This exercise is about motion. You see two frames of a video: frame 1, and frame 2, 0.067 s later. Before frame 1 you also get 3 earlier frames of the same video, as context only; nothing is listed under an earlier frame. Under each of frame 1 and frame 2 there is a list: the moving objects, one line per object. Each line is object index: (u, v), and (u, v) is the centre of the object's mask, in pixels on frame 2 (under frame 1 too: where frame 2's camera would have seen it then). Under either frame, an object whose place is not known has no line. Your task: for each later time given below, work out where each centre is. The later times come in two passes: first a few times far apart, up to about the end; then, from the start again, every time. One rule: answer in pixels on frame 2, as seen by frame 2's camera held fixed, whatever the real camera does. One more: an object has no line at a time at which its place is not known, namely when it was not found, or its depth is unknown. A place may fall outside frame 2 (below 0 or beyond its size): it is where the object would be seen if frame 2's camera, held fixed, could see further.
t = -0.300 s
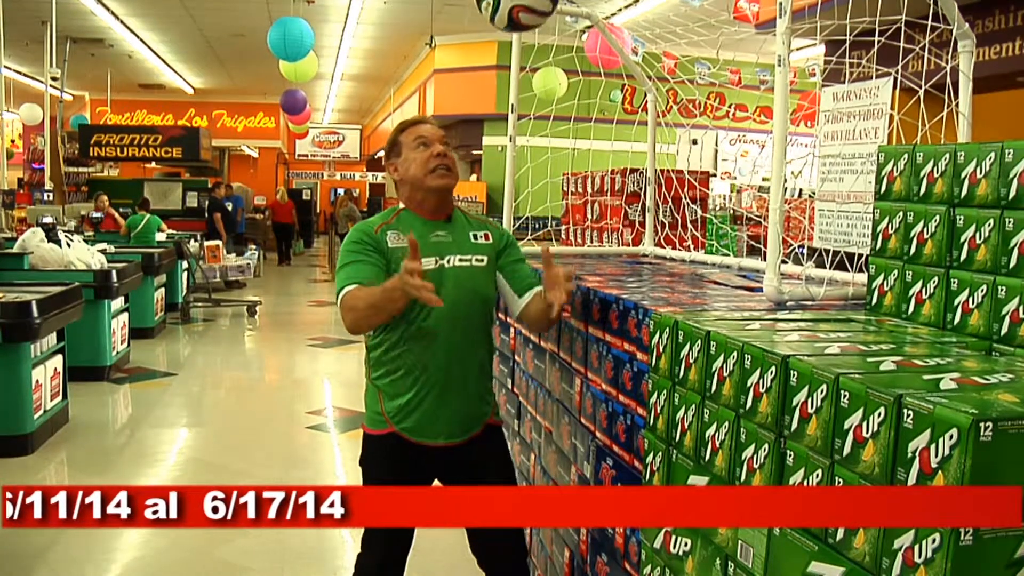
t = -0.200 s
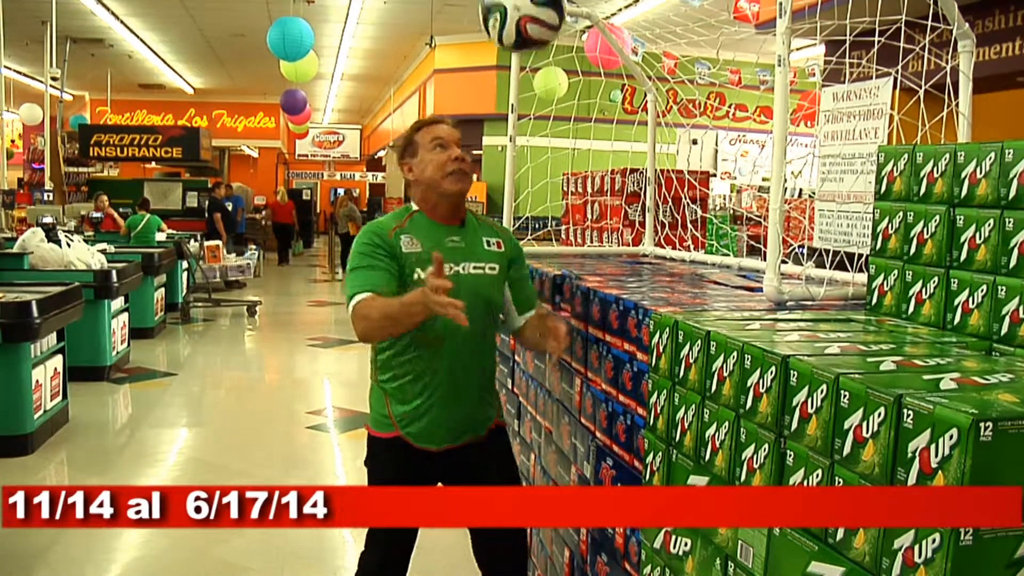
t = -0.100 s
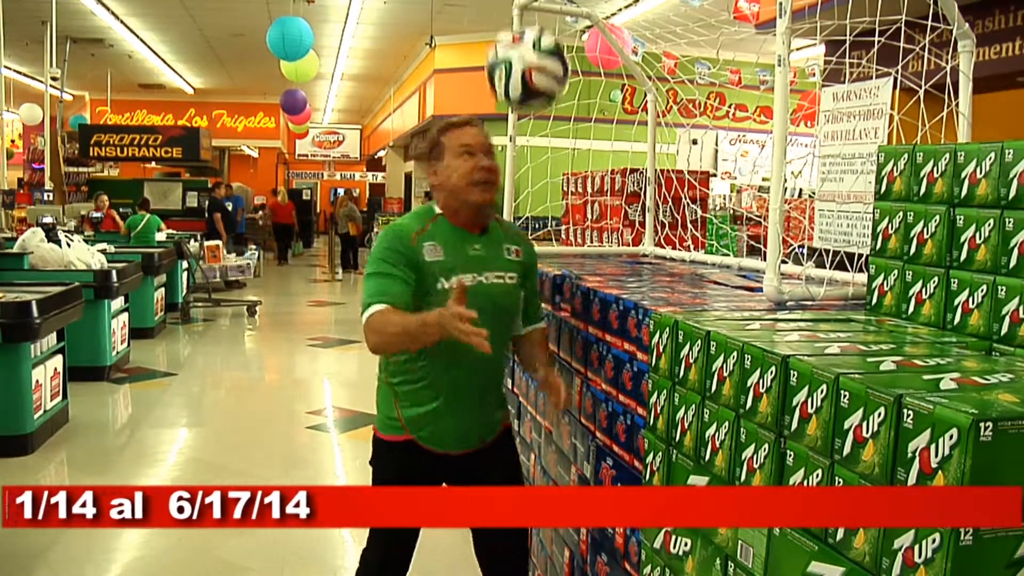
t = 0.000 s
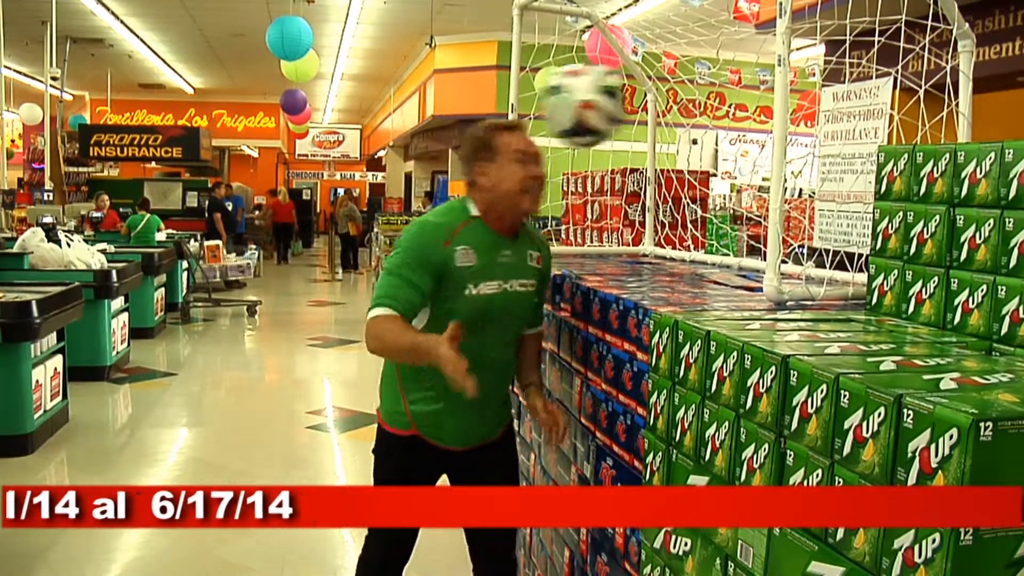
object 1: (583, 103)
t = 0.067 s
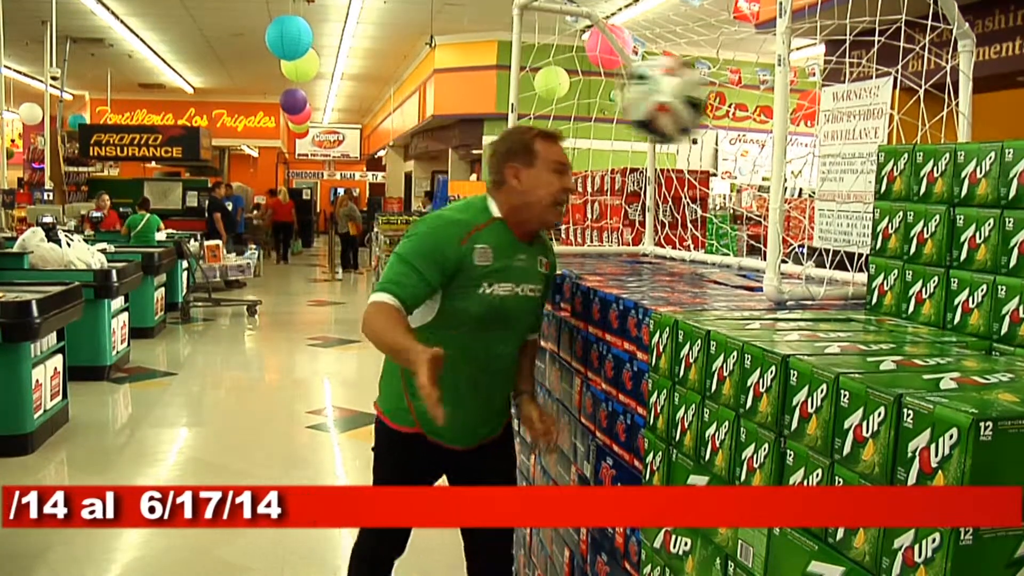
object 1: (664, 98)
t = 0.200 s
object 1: (742, 128)
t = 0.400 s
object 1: (732, 244)
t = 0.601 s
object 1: (729, 180)
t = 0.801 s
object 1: (720, 246)
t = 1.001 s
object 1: (720, 216)
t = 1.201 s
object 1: (719, 225)
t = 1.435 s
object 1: (717, 232)
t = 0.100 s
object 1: (706, 103)
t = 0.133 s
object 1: (742, 112)
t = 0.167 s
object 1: (744, 118)
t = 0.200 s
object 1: (742, 128)
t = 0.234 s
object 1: (741, 143)
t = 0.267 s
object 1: (740, 161)
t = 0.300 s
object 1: (738, 186)
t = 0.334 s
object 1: (735, 211)
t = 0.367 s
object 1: (733, 239)
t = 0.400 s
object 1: (732, 244)
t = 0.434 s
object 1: (732, 223)
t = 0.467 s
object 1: (732, 207)
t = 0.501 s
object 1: (732, 194)
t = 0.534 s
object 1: (731, 185)
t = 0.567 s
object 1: (730, 180)
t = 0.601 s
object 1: (729, 180)
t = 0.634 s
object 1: (728, 183)
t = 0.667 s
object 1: (726, 189)
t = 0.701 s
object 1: (724, 200)
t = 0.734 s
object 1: (723, 214)
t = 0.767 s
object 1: (721, 230)
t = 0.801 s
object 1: (720, 246)
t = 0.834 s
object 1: (720, 233)
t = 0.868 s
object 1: (720, 222)
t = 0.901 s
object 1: (720, 215)
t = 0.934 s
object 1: (720, 213)
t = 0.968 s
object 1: (720, 213)
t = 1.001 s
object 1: (720, 216)
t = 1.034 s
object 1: (719, 223)
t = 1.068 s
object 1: (719, 232)
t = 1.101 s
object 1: (719, 243)
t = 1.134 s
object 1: (719, 234)
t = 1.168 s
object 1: (719, 227)
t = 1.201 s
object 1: (719, 225)
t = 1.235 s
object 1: (719, 226)
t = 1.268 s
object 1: (719, 229)
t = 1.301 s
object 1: (718, 236)
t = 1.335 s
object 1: (718, 239)
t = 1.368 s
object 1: (717, 234)
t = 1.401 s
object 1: (717, 231)
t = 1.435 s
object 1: (717, 232)
